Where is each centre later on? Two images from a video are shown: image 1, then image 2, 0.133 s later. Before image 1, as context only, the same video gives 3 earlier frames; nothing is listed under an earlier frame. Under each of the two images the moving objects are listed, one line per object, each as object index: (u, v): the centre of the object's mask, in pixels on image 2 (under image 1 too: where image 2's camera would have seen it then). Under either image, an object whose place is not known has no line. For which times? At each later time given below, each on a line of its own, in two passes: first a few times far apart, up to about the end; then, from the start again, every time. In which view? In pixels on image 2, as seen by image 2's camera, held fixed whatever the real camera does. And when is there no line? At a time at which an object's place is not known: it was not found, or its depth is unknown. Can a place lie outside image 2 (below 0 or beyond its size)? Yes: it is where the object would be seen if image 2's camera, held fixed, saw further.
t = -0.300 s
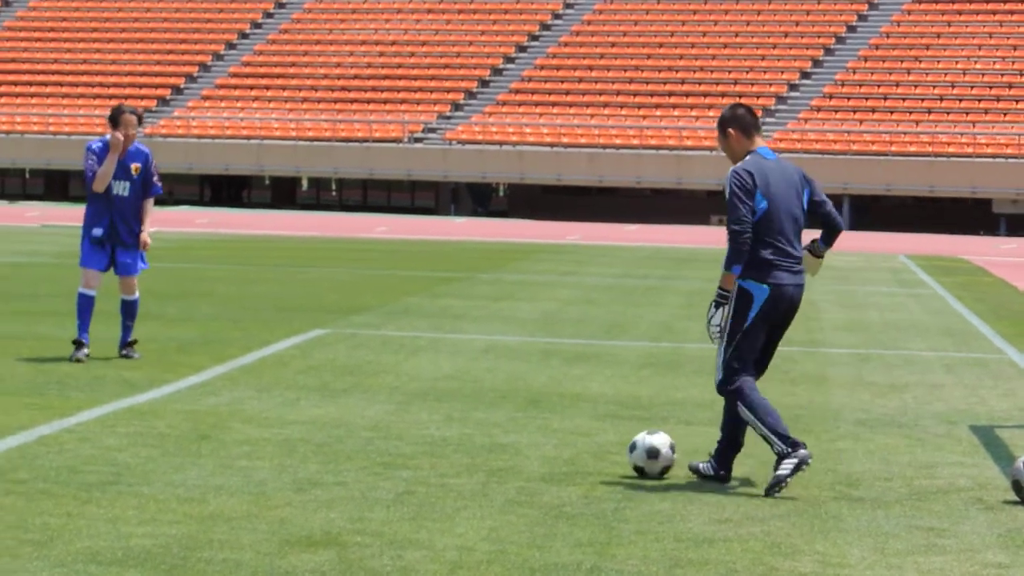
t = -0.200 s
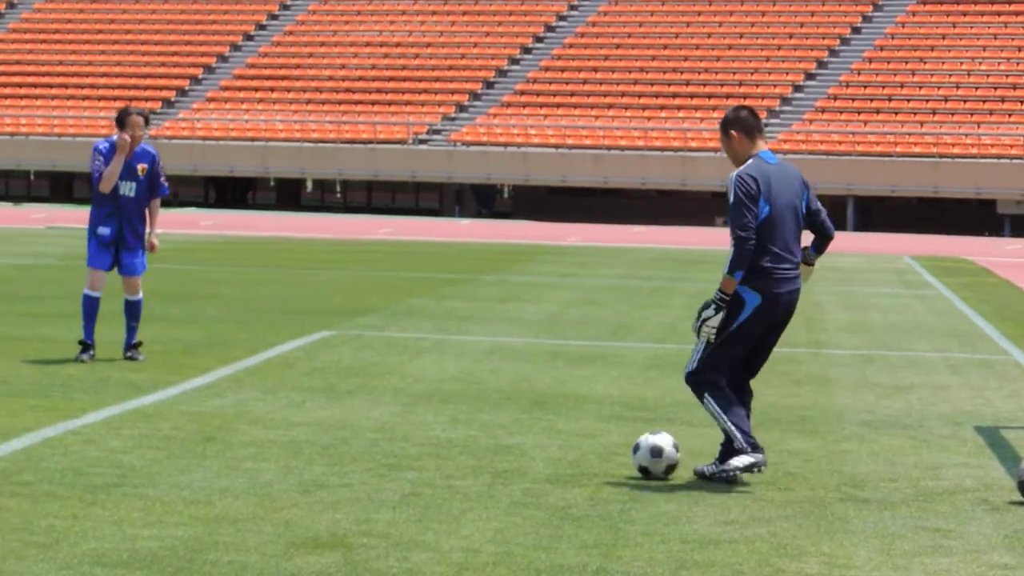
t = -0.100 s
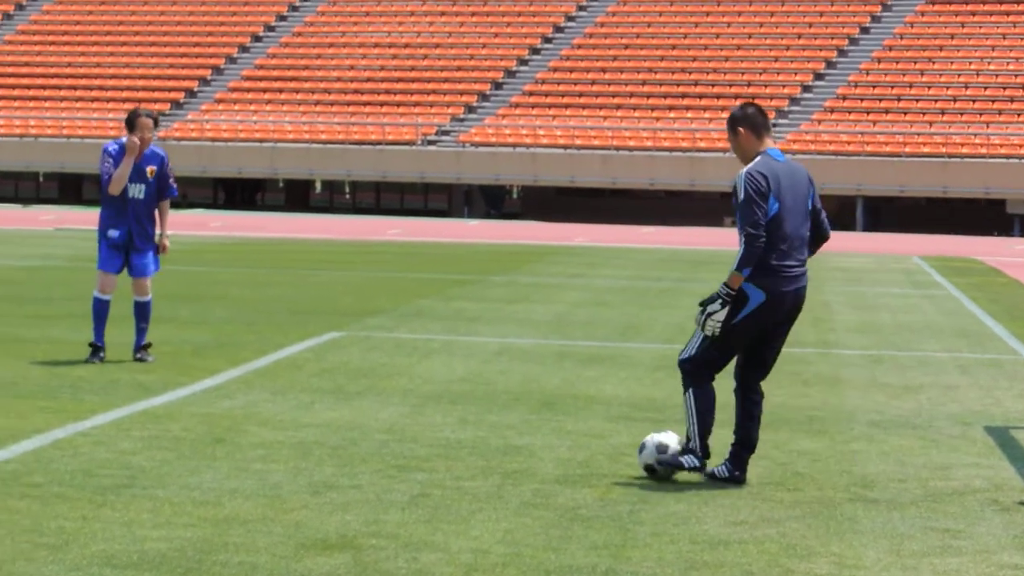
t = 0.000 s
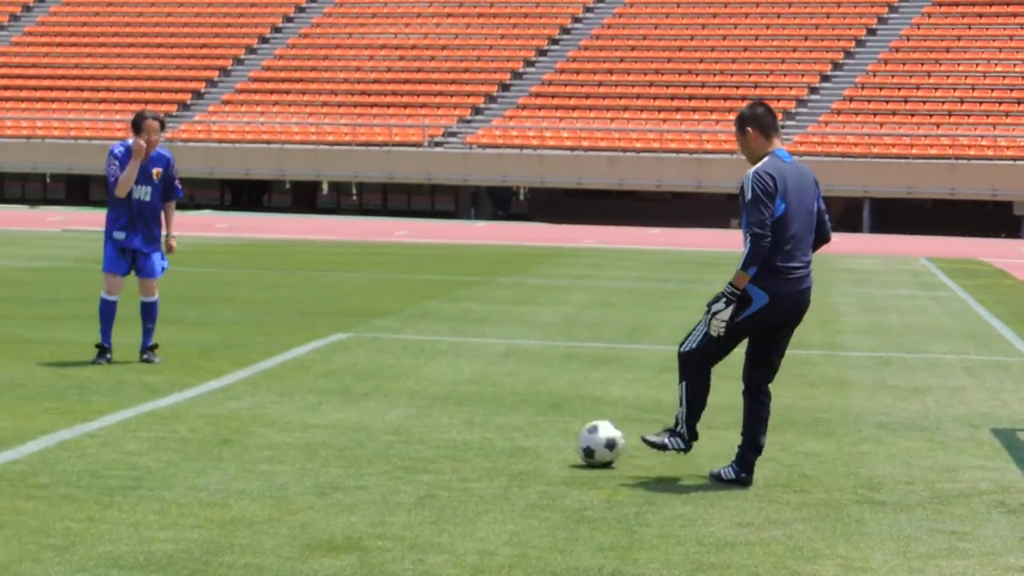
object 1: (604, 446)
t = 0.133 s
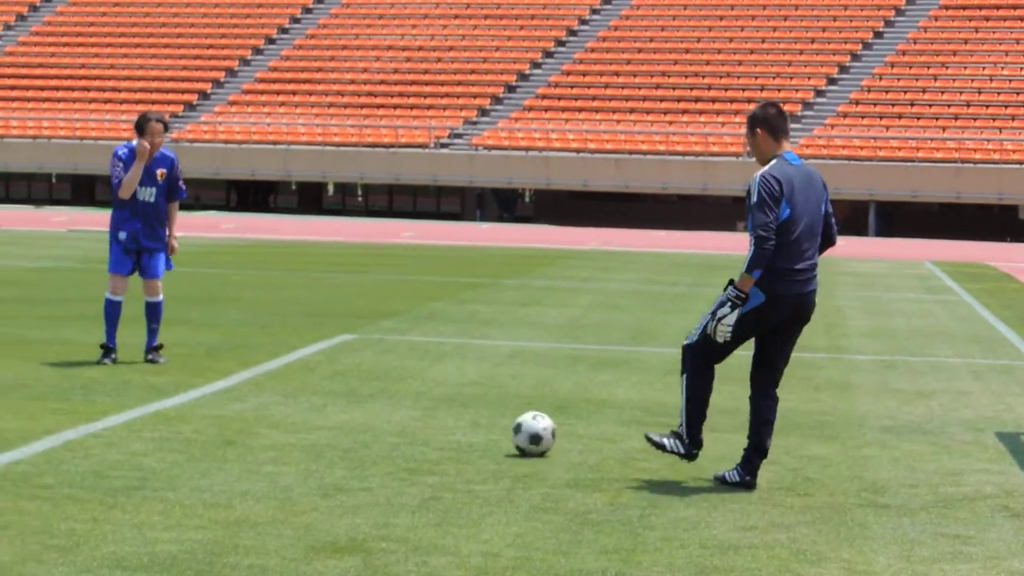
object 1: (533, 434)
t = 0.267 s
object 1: (482, 426)
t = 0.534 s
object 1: (401, 411)
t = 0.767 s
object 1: (343, 400)
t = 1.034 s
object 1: (288, 390)
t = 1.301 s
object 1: (242, 382)
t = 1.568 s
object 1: (205, 374)
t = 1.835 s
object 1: (174, 367)
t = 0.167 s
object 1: (519, 432)
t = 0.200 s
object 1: (506, 428)
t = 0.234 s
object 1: (493, 427)
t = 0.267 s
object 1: (482, 426)
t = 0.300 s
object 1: (471, 424)
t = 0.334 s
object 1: (460, 422)
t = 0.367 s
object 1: (450, 421)
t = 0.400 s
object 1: (439, 419)
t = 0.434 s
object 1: (430, 417)
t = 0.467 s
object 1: (420, 415)
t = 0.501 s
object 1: (410, 414)
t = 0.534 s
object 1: (401, 411)
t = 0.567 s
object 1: (392, 409)
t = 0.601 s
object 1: (384, 408)
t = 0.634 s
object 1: (374, 407)
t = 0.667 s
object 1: (366, 404)
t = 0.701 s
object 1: (359, 404)
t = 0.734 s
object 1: (351, 402)
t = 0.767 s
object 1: (343, 400)
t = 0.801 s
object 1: (335, 399)
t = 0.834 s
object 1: (328, 399)
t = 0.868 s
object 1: (321, 397)
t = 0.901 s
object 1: (314, 395)
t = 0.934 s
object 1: (307, 394)
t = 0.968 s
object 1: (300, 394)
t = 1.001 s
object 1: (294, 392)
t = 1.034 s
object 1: (288, 390)
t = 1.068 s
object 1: (282, 390)
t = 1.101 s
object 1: (275, 389)
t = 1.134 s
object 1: (269, 388)
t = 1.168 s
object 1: (263, 387)
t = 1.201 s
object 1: (258, 385)
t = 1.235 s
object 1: (253, 385)
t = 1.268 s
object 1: (247, 383)
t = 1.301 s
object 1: (242, 382)
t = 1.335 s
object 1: (237, 380)
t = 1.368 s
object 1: (232, 380)
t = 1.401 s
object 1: (227, 379)
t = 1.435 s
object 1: (223, 377)
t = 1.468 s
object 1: (218, 376)
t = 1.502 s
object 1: (214, 376)
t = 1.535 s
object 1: (209, 375)
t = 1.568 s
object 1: (205, 374)
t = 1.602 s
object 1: (201, 372)
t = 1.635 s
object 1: (196, 371)
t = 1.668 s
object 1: (192, 371)
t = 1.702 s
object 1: (188, 370)
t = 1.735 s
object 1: (185, 369)
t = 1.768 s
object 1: (181, 369)
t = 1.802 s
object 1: (177, 368)
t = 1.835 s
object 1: (174, 367)
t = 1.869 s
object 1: (171, 366)
